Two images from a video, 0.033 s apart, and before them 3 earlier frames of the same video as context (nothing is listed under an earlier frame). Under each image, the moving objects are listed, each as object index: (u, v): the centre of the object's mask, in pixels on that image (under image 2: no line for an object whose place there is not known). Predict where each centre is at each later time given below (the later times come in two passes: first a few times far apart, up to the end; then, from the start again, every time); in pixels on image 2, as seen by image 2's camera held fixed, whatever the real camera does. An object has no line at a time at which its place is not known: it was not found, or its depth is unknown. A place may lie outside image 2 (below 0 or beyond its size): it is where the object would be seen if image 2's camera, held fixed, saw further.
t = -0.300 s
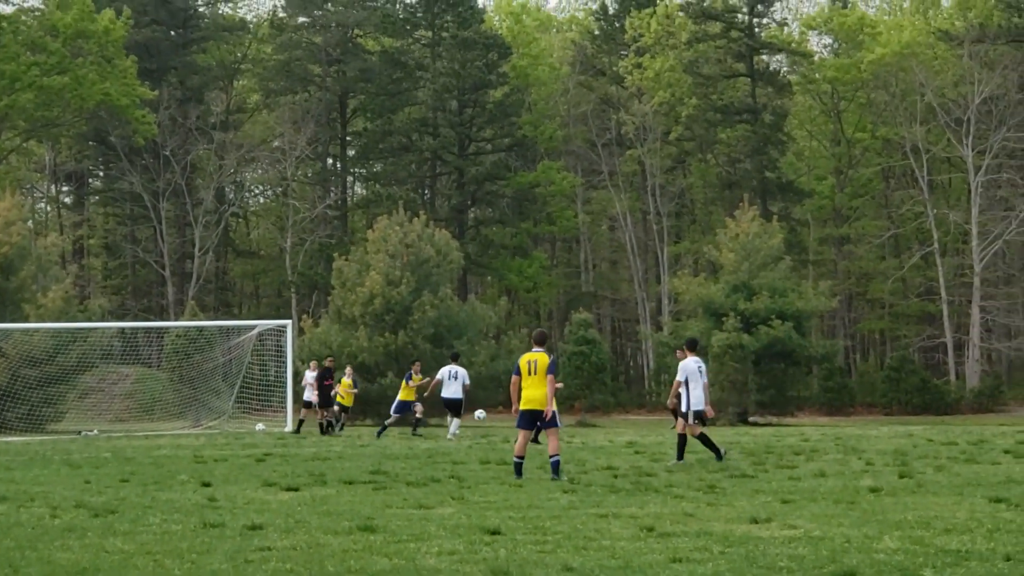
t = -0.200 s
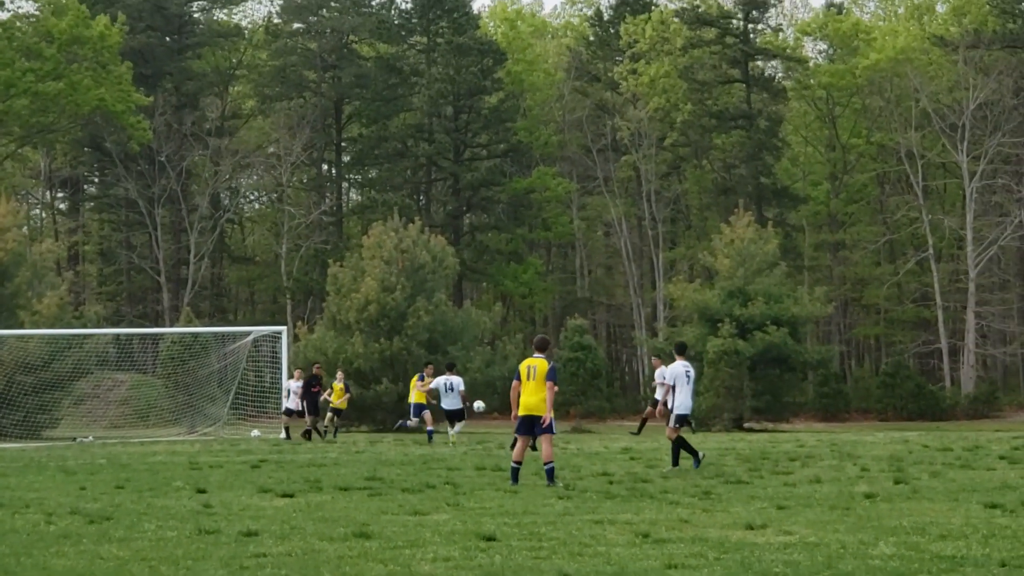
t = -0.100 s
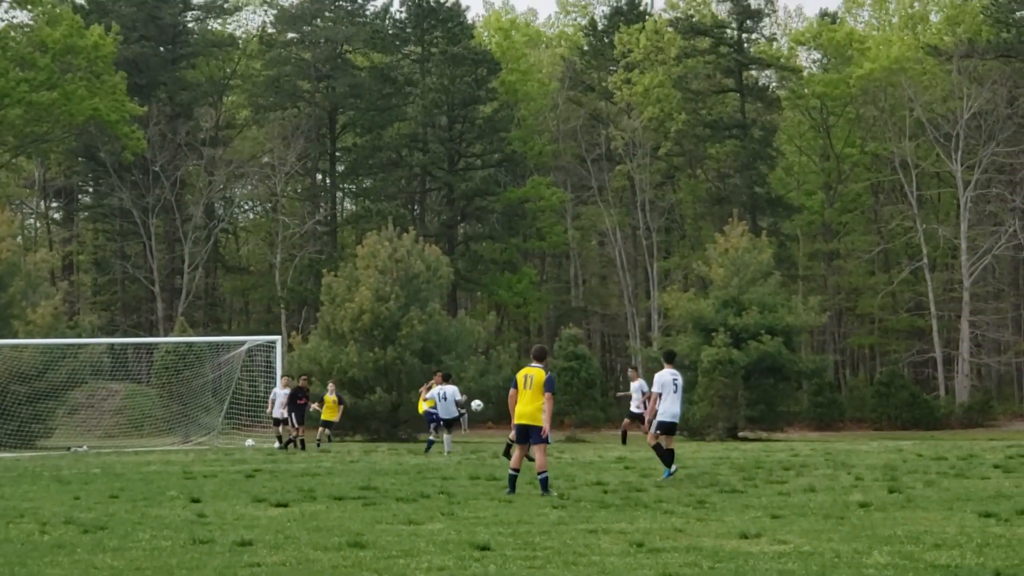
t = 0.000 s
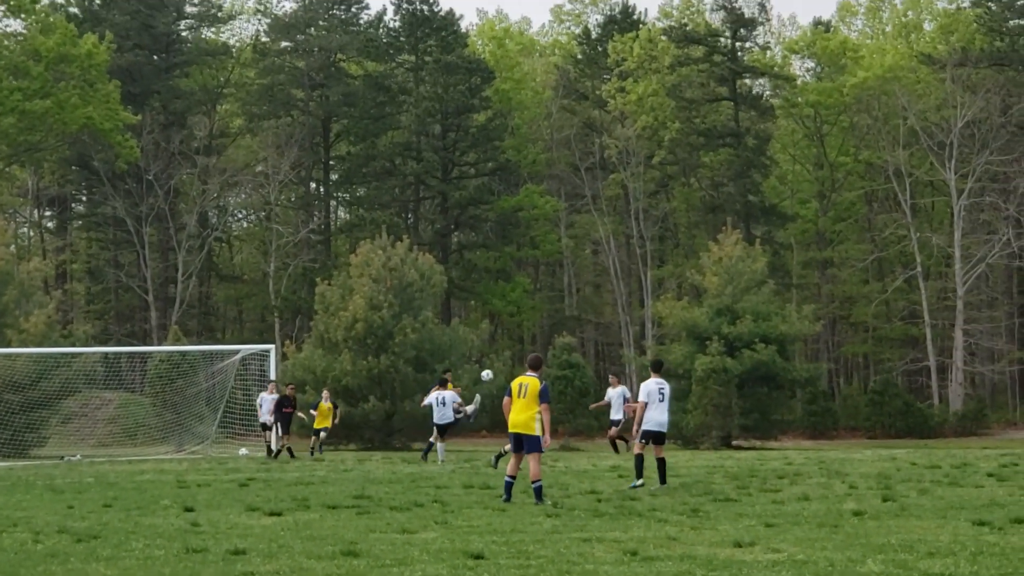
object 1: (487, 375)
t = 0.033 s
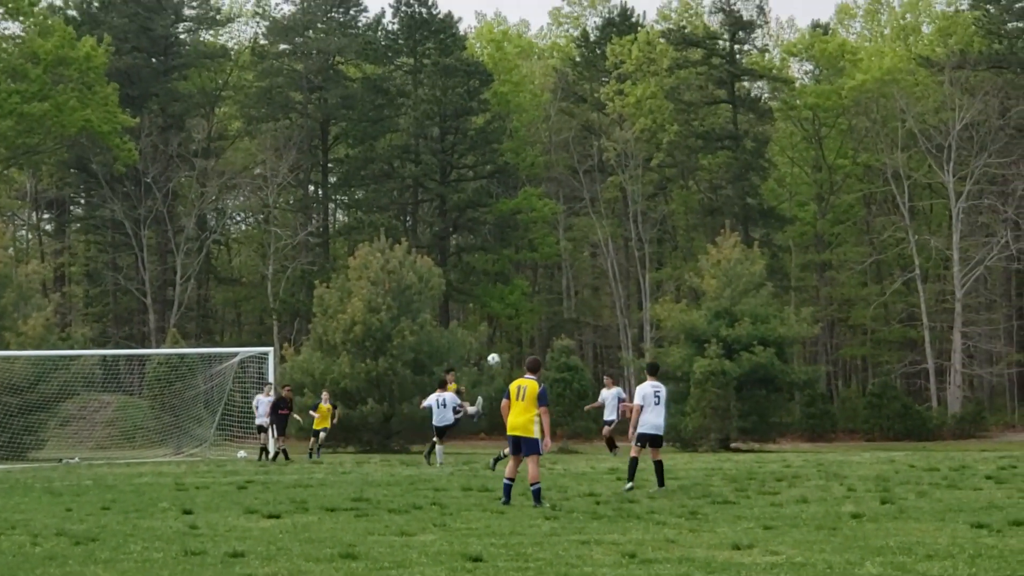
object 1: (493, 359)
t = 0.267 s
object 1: (548, 248)
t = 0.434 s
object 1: (584, 189)
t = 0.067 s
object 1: (501, 341)
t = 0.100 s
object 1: (509, 324)
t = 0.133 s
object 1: (517, 308)
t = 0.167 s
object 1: (525, 292)
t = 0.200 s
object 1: (532, 277)
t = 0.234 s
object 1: (540, 262)
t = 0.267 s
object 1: (548, 248)
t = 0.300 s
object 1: (555, 235)
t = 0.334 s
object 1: (562, 222)
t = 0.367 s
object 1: (570, 210)
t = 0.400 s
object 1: (577, 199)
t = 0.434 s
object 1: (584, 189)
